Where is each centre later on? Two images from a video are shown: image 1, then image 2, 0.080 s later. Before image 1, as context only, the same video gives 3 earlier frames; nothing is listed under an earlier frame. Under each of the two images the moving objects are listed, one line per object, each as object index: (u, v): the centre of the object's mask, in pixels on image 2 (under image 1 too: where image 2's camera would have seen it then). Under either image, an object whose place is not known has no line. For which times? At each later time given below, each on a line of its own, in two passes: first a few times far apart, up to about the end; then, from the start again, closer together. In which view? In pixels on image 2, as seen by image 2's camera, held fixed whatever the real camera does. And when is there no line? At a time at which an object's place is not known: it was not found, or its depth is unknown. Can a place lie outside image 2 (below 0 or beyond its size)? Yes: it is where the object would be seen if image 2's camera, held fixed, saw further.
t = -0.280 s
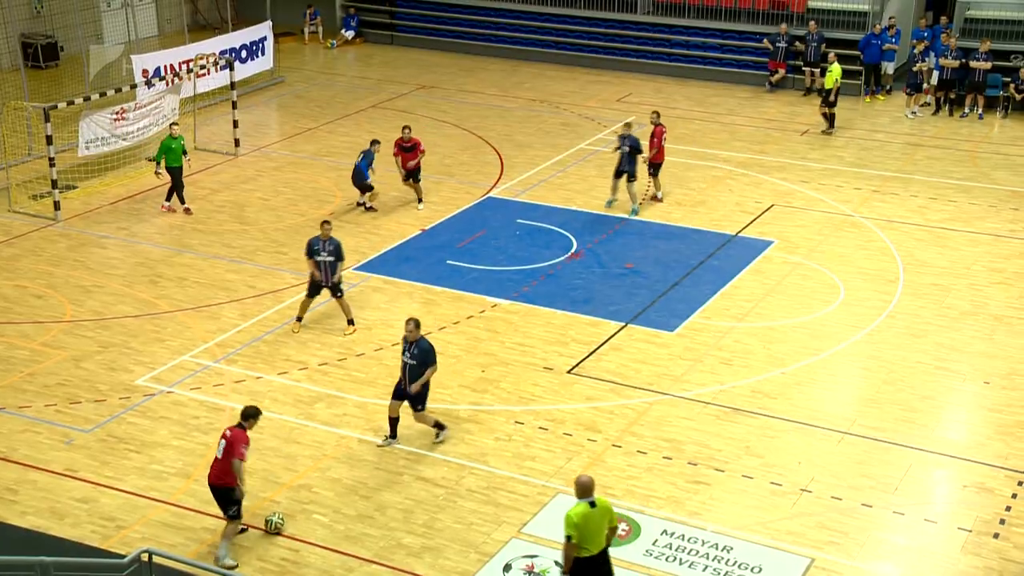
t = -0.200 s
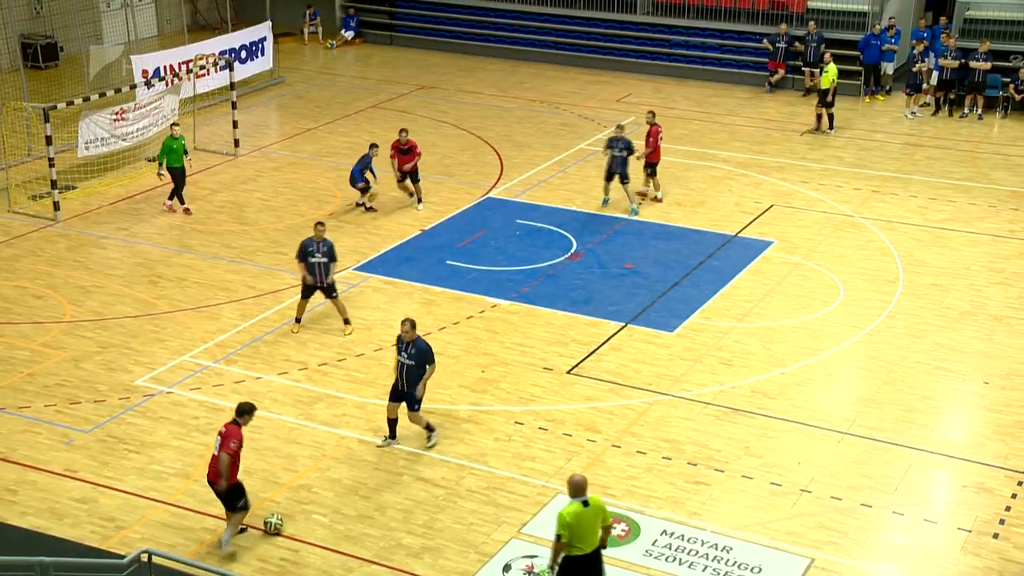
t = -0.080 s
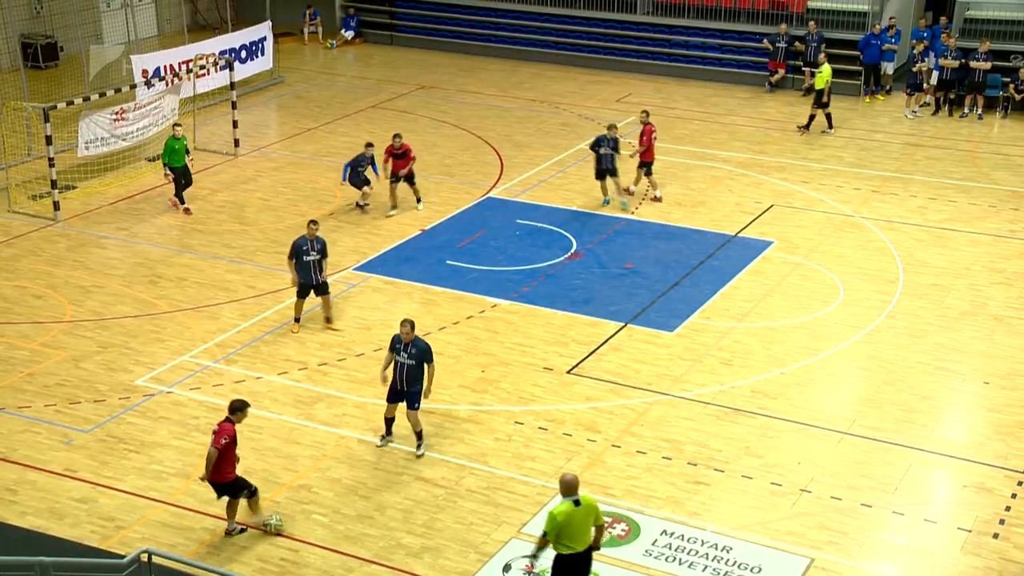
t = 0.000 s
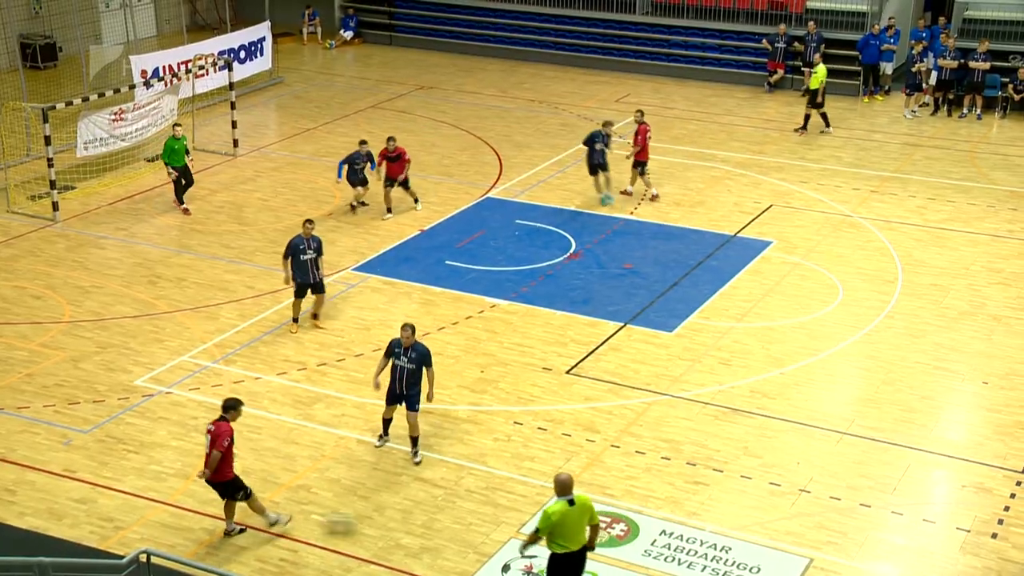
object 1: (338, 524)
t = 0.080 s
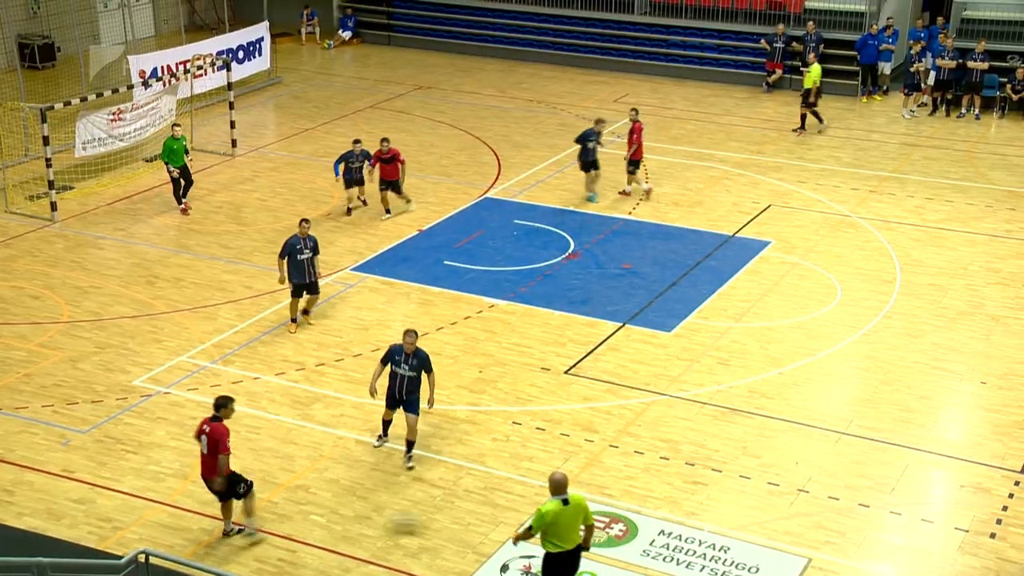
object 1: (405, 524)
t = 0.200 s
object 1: (495, 524)
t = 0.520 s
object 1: (698, 526)
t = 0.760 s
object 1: (818, 527)
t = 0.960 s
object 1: (913, 529)
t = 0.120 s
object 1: (435, 523)
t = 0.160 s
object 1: (467, 525)
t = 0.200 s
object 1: (495, 524)
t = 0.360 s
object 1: (602, 526)
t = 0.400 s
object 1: (628, 526)
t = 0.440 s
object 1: (652, 526)
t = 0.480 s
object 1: (675, 526)
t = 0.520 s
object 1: (698, 526)
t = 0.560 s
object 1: (719, 525)
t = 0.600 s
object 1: (739, 524)
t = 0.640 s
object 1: (760, 526)
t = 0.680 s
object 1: (780, 526)
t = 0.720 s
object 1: (799, 526)
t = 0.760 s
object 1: (818, 527)
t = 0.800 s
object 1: (837, 528)
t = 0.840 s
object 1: (856, 528)
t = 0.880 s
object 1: (875, 528)
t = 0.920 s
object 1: (894, 529)
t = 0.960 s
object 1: (913, 529)
